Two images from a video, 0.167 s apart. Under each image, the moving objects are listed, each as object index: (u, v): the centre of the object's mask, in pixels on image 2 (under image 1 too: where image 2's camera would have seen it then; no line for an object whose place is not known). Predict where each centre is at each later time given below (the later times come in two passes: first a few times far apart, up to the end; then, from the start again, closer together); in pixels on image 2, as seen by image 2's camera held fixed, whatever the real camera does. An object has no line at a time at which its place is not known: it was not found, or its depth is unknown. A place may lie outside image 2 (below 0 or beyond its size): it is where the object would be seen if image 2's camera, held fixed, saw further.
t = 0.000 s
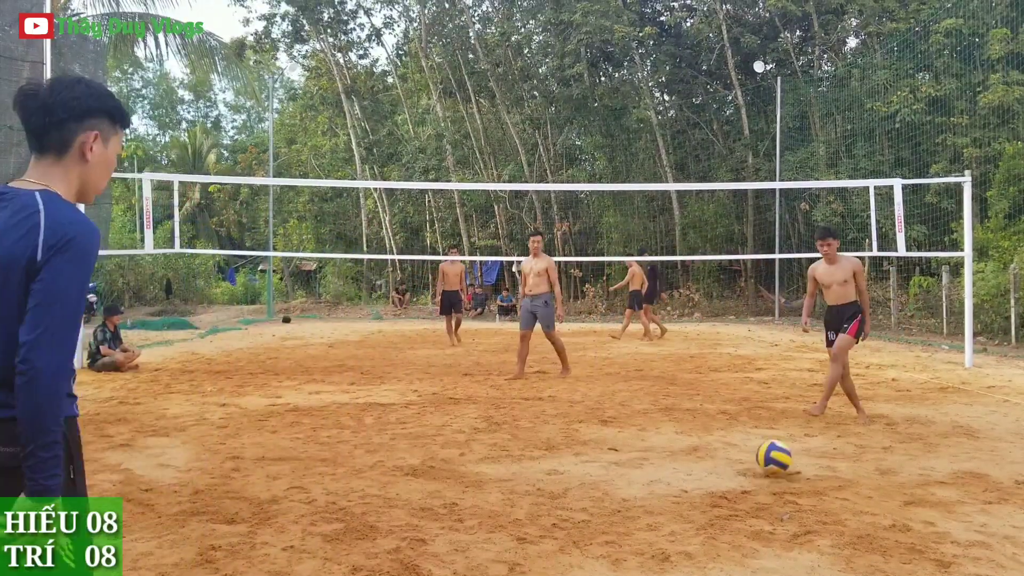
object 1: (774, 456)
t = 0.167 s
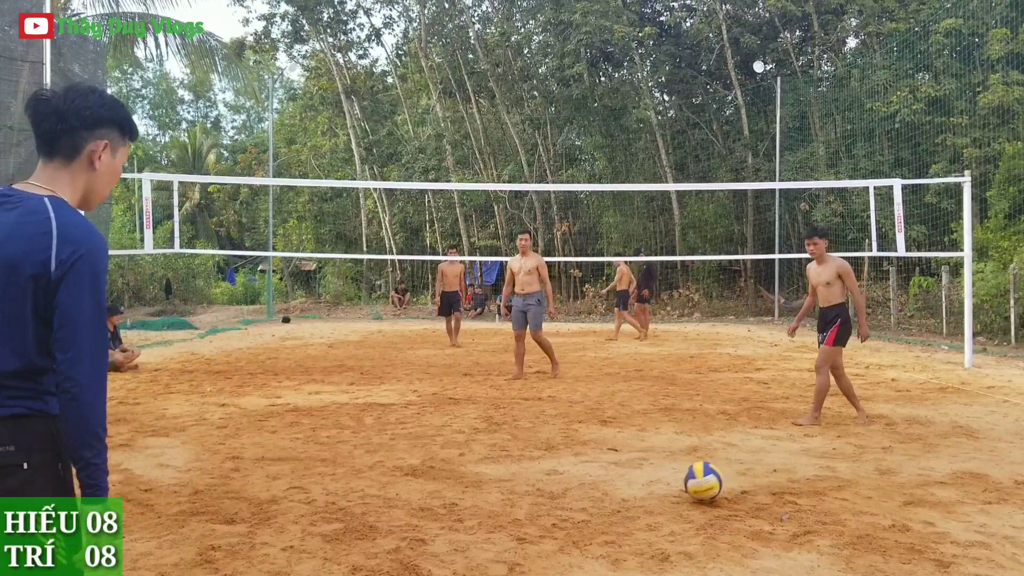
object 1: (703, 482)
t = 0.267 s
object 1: (665, 498)
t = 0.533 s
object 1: (549, 550)
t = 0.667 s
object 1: (479, 566)
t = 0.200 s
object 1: (691, 488)
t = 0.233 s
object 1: (675, 496)
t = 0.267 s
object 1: (665, 498)
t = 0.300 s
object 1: (652, 502)
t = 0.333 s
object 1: (638, 507)
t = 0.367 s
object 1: (624, 517)
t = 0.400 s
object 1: (610, 522)
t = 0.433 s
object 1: (597, 527)
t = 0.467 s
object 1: (582, 536)
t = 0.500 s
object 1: (566, 545)
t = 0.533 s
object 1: (549, 550)
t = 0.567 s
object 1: (533, 554)
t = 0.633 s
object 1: (497, 563)
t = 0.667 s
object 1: (479, 566)
